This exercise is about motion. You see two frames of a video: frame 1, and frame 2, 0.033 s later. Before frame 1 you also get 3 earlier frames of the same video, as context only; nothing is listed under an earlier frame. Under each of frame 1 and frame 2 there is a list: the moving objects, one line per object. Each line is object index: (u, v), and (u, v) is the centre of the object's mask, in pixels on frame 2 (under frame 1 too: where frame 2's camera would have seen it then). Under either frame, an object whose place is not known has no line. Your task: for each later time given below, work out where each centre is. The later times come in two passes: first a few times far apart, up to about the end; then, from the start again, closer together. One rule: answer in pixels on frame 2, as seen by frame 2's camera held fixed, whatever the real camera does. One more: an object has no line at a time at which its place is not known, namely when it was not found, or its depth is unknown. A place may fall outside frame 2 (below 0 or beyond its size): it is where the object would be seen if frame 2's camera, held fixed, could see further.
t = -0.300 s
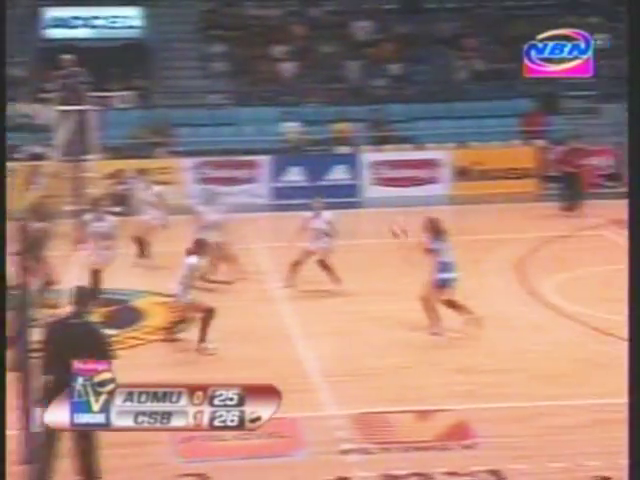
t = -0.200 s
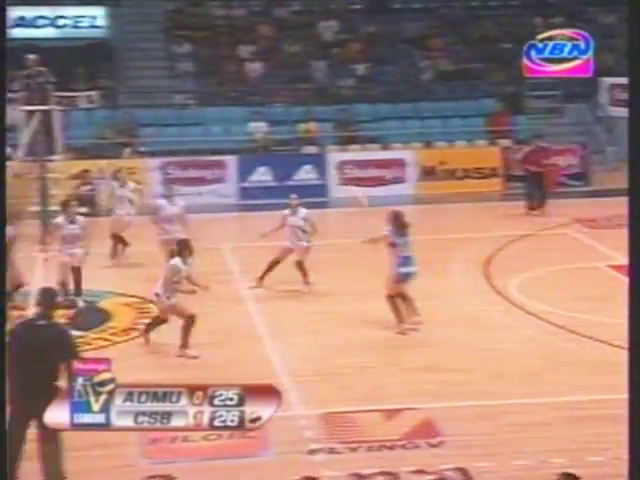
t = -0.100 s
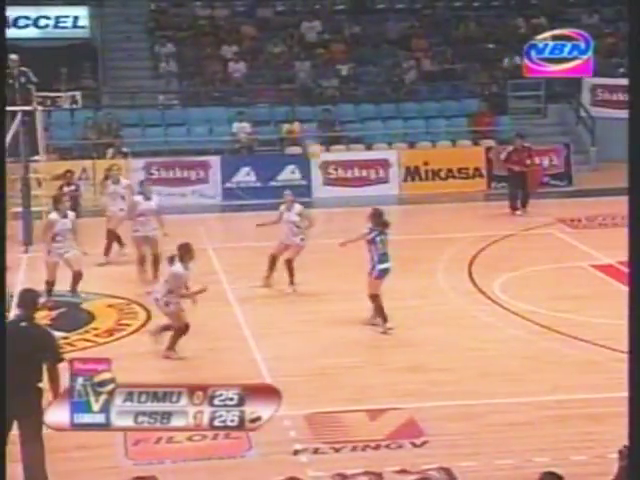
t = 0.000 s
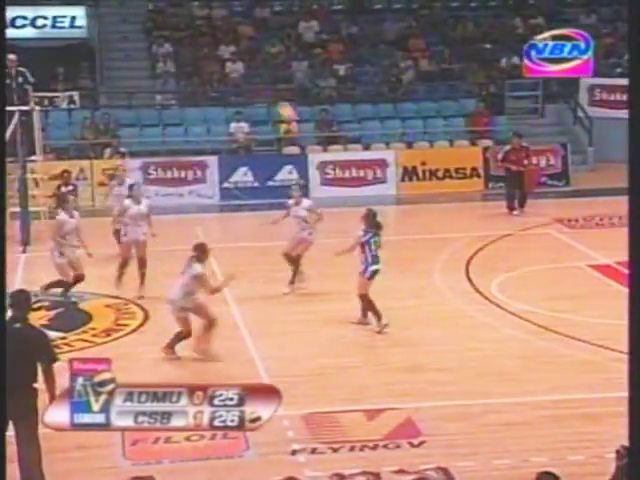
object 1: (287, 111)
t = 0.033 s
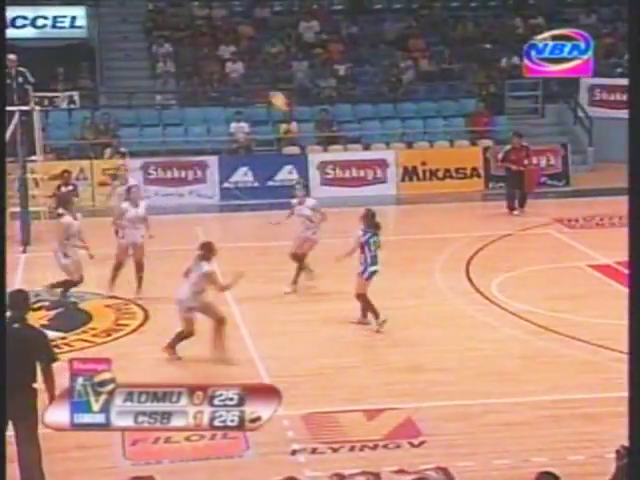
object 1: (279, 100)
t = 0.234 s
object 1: (229, 54)
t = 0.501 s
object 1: (167, 41)
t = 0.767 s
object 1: (111, 79)
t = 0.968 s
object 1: (74, 138)
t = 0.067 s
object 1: (271, 91)
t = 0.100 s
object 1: (263, 83)
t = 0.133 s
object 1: (254, 74)
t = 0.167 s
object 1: (246, 68)
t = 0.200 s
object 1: (239, 61)
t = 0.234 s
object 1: (229, 54)
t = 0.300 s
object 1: (214, 47)
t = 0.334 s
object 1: (205, 44)
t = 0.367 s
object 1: (197, 41)
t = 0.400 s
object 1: (190, 40)
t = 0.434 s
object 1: (182, 40)
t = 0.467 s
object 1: (175, 40)
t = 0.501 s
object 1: (167, 41)
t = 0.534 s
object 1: (161, 43)
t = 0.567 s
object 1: (153, 46)
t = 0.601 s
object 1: (146, 50)
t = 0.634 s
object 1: (139, 54)
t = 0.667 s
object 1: (131, 59)
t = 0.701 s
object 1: (125, 65)
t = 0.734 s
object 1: (117, 71)
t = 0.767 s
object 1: (111, 79)
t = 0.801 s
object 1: (105, 87)
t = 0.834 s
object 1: (99, 97)
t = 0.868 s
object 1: (93, 105)
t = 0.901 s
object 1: (86, 116)
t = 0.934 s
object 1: (81, 127)
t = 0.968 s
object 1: (74, 138)
